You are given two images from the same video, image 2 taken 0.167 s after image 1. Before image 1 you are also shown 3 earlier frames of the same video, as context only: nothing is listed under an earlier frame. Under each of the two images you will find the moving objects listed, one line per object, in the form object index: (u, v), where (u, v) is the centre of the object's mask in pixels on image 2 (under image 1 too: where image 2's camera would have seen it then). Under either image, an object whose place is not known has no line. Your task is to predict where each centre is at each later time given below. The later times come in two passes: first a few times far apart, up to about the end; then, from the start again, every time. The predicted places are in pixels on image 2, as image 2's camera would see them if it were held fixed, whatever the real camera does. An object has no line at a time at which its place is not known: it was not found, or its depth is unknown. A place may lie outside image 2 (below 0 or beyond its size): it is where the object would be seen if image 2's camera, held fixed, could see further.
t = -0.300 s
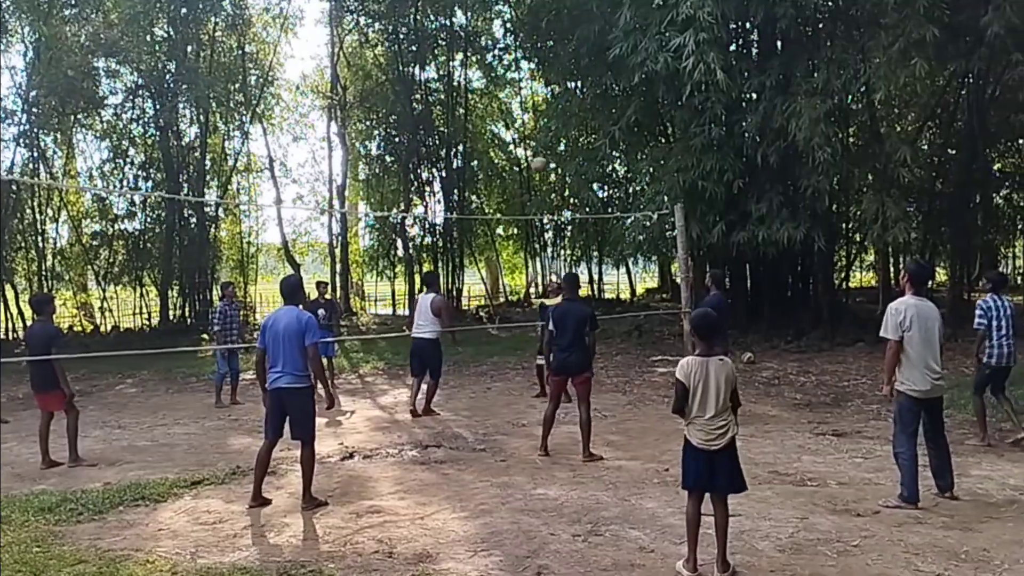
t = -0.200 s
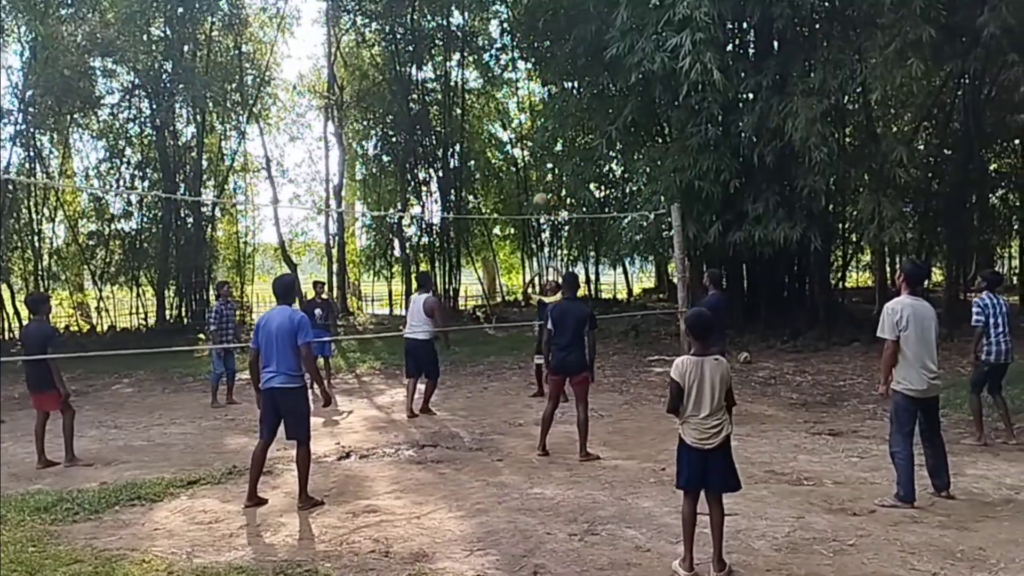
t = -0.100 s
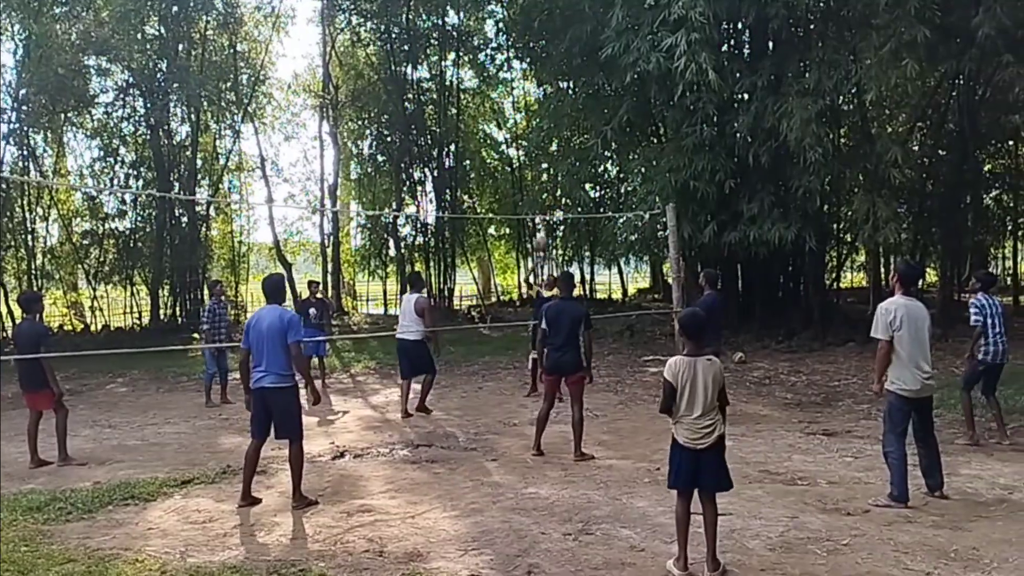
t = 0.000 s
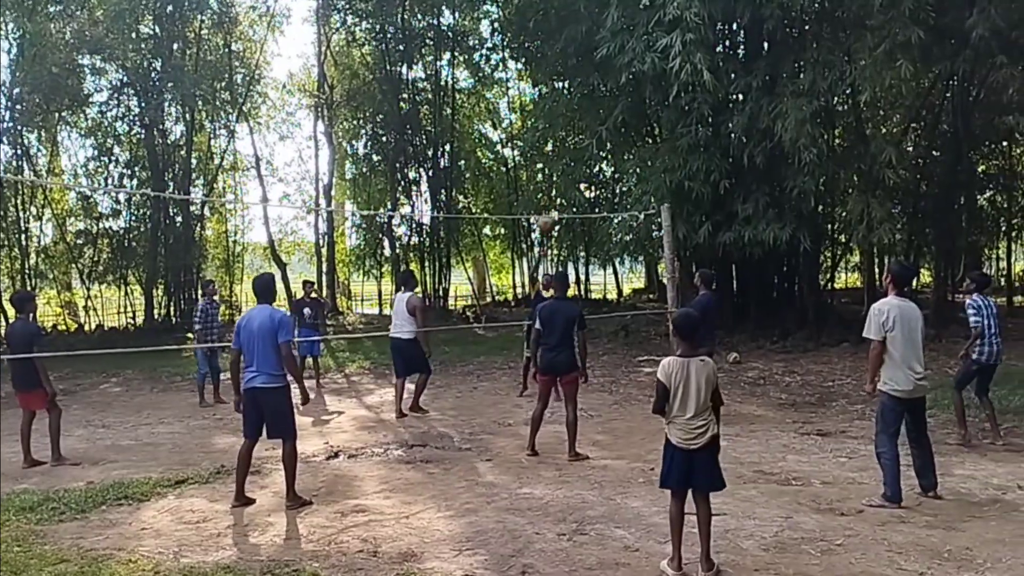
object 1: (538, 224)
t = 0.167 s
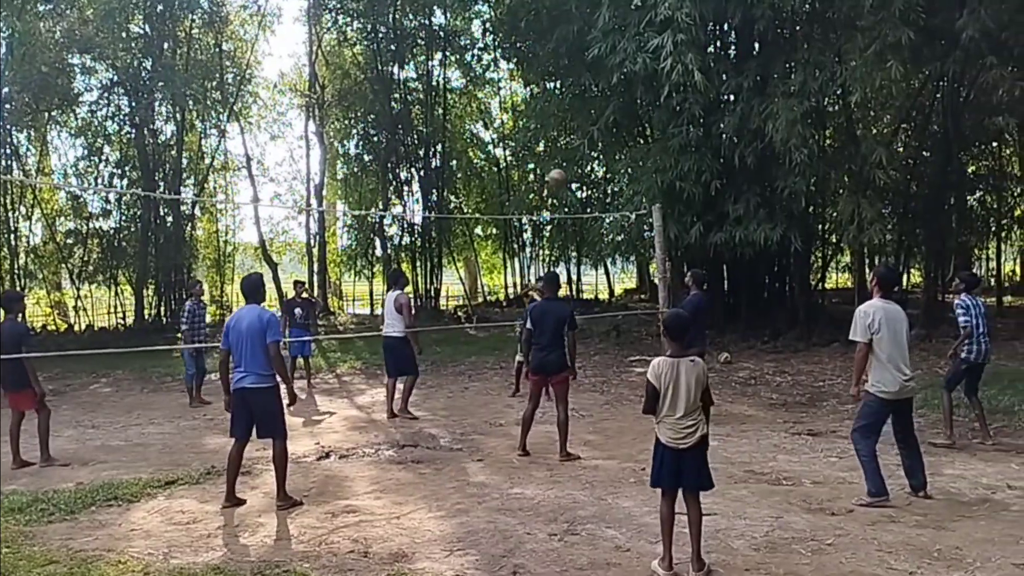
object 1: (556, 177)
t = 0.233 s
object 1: (564, 164)
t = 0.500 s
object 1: (601, 144)
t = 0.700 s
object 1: (635, 177)
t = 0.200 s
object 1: (560, 170)
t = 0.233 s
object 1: (564, 164)
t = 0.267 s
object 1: (569, 158)
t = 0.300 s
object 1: (573, 154)
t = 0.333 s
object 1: (577, 149)
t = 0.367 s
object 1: (581, 146)
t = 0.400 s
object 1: (586, 145)
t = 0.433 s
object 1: (591, 143)
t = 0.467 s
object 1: (596, 144)
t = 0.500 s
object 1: (601, 144)
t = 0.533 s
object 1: (607, 147)
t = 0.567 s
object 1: (612, 151)
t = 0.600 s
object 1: (617, 155)
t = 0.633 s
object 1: (624, 162)
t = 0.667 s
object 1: (629, 168)
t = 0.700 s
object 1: (635, 177)
